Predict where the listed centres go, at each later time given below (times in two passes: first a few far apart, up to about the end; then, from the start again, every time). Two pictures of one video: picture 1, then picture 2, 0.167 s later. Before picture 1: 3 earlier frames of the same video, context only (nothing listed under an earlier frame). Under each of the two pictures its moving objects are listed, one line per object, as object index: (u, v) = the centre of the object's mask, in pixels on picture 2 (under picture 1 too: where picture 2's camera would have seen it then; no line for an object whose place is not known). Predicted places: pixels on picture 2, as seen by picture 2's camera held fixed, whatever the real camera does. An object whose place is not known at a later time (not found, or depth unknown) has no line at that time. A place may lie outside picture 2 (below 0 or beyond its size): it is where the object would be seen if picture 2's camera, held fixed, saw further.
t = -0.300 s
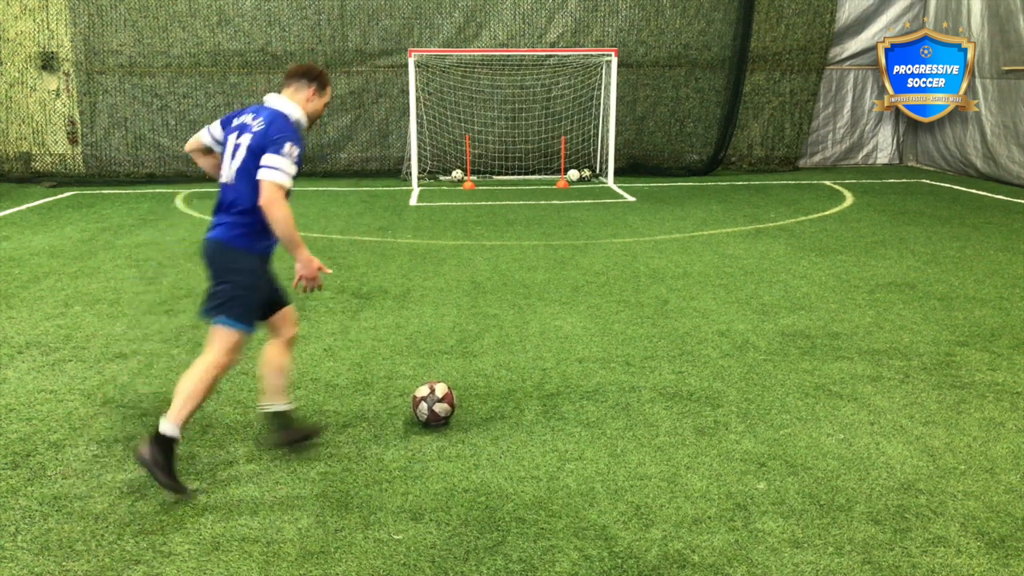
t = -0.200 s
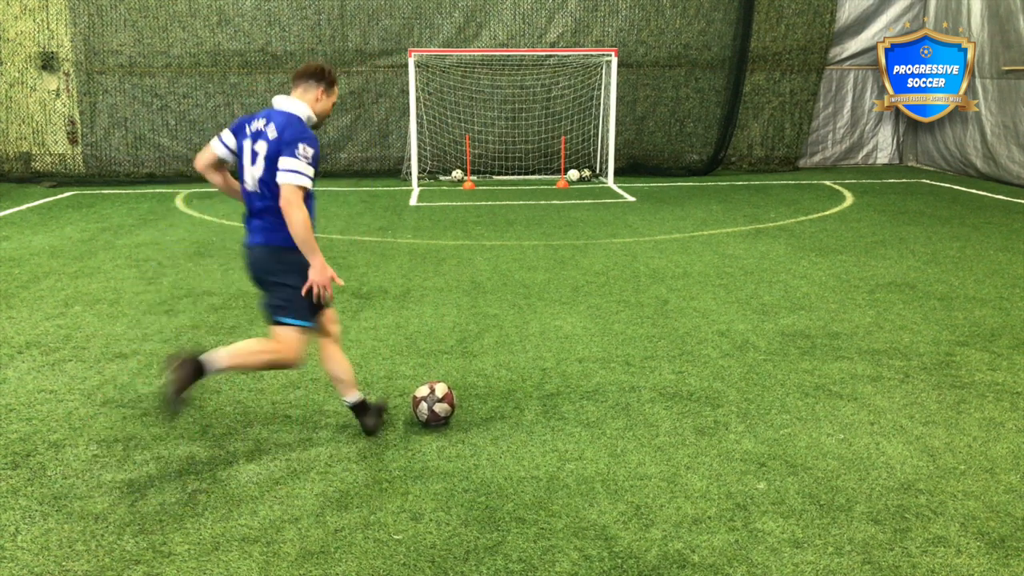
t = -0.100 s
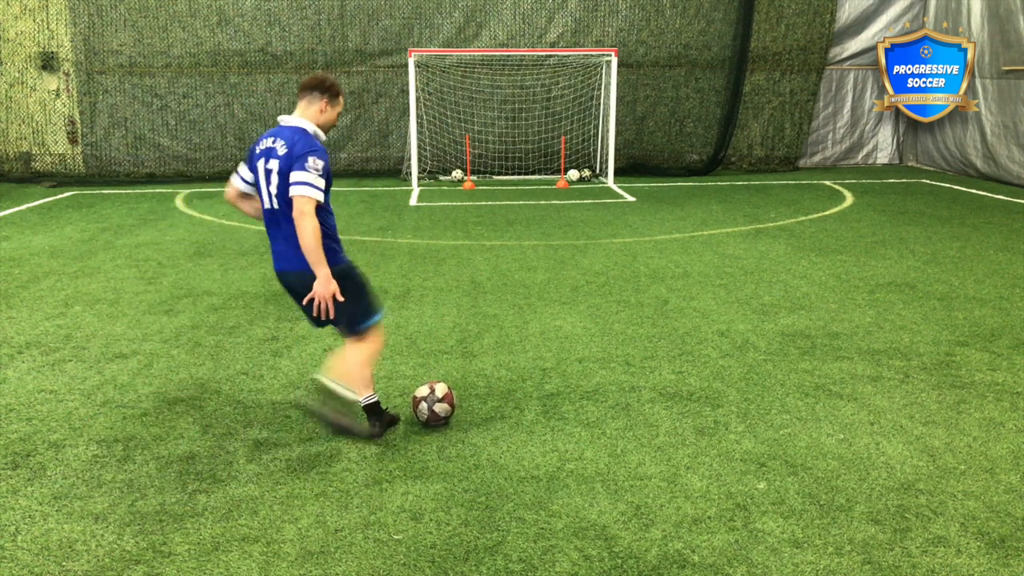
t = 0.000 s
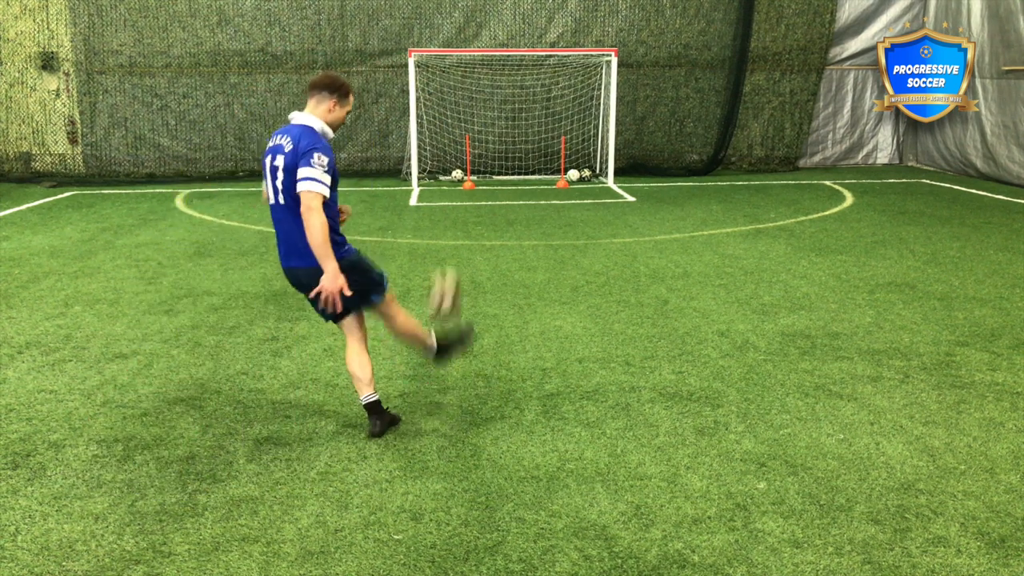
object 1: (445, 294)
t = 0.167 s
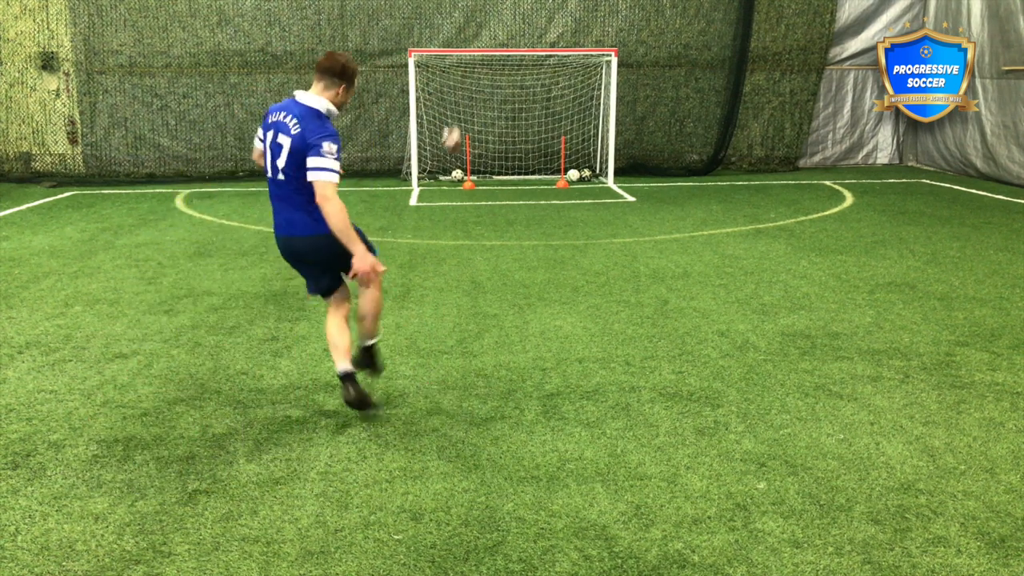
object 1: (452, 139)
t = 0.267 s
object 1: (452, 102)
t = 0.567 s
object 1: (440, 74)
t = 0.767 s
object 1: (445, 104)
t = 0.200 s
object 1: (452, 125)
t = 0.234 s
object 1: (452, 111)
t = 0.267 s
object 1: (452, 102)
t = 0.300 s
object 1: (451, 93)
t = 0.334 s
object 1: (450, 86)
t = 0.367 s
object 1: (447, 81)
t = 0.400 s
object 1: (447, 78)
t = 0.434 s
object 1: (446, 75)
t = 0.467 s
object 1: (444, 73)
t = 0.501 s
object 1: (443, 73)
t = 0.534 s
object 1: (441, 73)
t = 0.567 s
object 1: (440, 74)
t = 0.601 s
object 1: (439, 75)
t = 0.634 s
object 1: (439, 79)
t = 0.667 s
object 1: (441, 84)
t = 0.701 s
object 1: (441, 89)
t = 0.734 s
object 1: (443, 96)
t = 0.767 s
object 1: (445, 104)
